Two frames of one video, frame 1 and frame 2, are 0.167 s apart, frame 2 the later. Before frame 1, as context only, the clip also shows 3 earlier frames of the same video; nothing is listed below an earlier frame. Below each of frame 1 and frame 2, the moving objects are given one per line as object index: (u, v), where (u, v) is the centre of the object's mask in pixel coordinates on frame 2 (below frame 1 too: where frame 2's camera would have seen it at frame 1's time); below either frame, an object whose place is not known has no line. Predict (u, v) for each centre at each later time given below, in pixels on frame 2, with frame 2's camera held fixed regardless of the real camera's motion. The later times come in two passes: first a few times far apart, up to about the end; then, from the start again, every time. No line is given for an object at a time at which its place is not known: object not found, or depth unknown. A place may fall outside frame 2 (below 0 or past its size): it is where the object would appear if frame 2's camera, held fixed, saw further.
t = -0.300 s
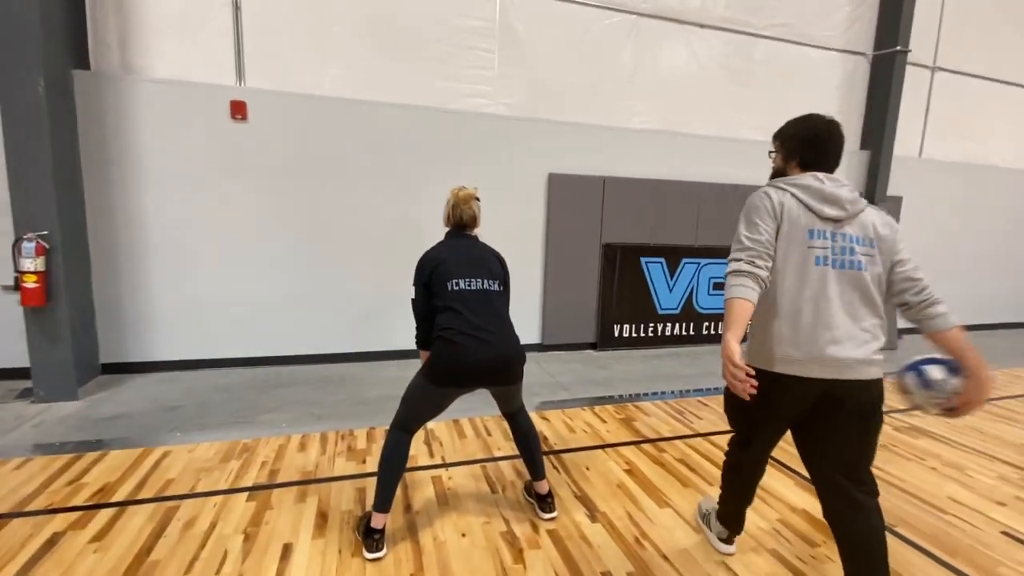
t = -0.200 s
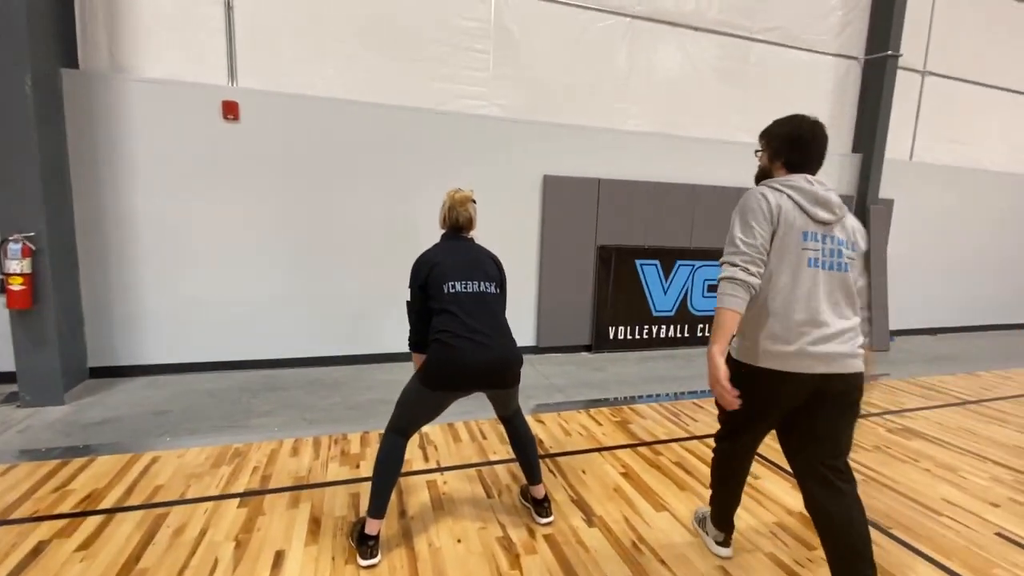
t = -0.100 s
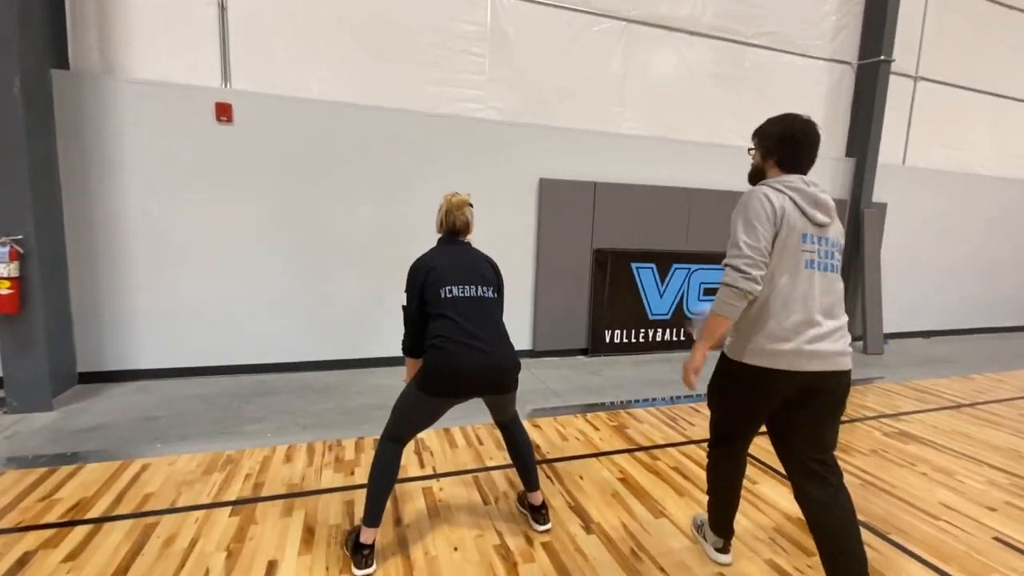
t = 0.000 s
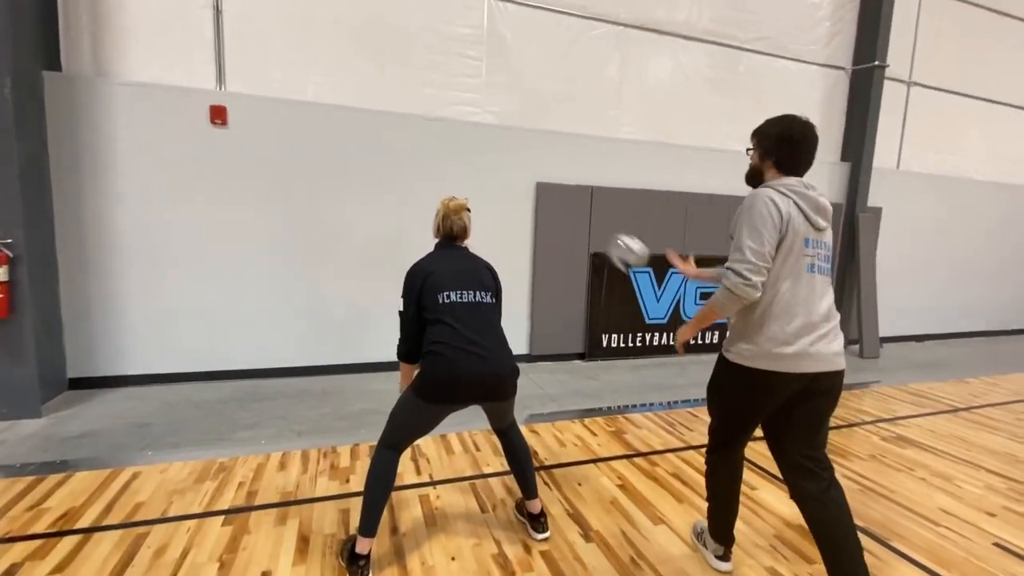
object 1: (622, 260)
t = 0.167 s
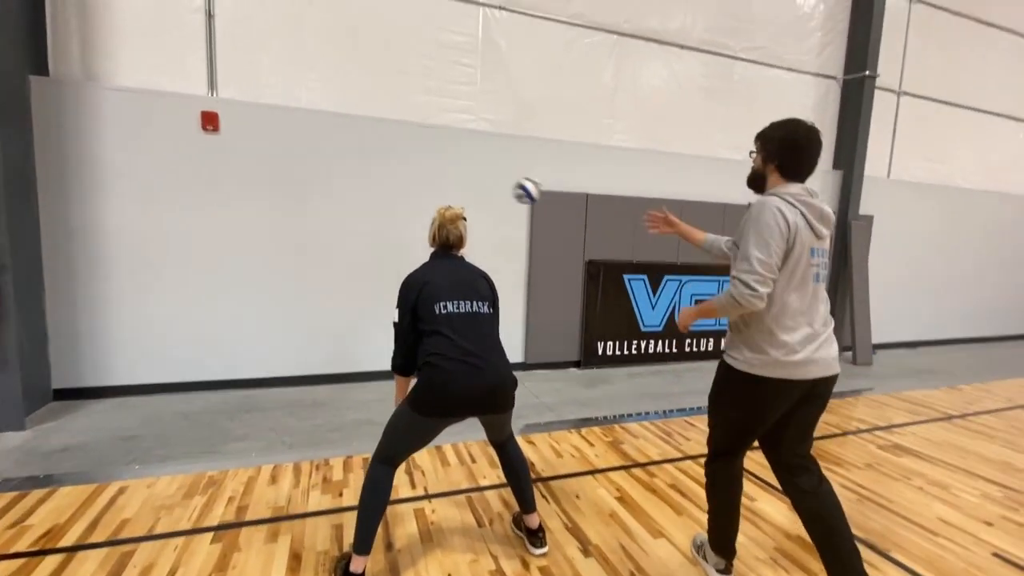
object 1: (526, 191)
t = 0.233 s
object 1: (498, 179)
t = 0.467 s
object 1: (442, 171)
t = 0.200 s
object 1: (511, 184)
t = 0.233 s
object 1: (498, 179)
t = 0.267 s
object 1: (486, 175)
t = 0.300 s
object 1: (474, 174)
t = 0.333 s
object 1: (463, 173)
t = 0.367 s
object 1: (452, 175)
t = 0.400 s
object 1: (445, 174)
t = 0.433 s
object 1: (444, 172)
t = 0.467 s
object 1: (442, 171)
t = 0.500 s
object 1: (441, 170)
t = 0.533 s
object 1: (440, 171)
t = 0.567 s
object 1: (439, 174)
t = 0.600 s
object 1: (438, 177)
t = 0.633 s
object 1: (436, 183)
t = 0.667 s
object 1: (435, 190)
